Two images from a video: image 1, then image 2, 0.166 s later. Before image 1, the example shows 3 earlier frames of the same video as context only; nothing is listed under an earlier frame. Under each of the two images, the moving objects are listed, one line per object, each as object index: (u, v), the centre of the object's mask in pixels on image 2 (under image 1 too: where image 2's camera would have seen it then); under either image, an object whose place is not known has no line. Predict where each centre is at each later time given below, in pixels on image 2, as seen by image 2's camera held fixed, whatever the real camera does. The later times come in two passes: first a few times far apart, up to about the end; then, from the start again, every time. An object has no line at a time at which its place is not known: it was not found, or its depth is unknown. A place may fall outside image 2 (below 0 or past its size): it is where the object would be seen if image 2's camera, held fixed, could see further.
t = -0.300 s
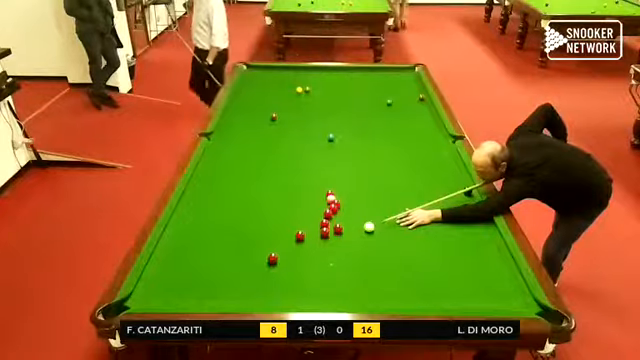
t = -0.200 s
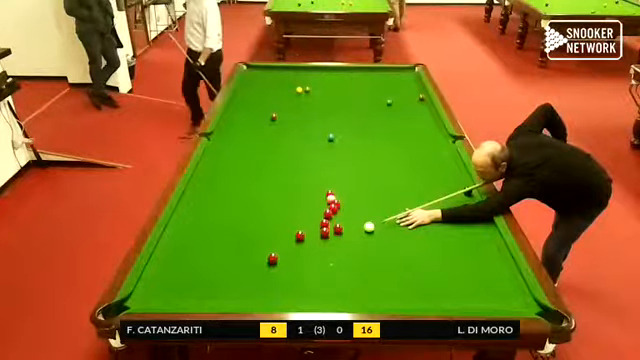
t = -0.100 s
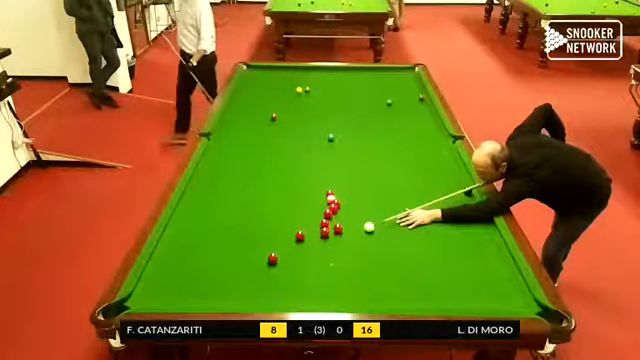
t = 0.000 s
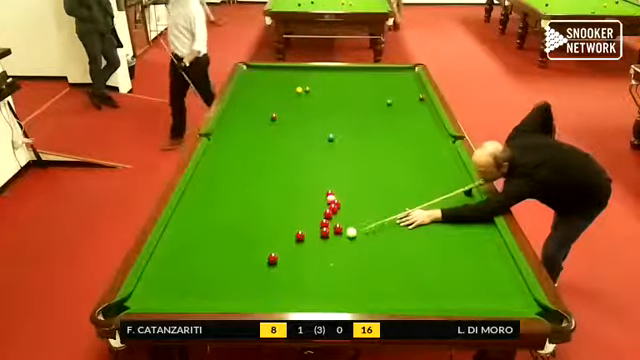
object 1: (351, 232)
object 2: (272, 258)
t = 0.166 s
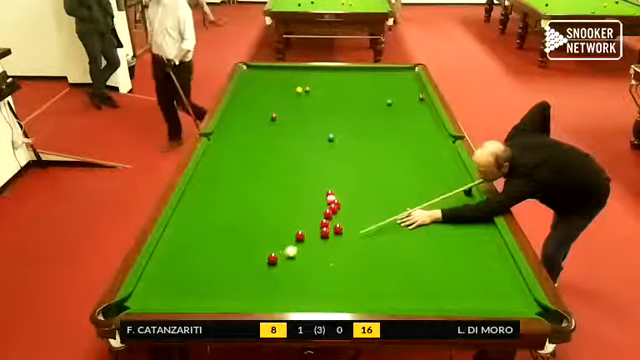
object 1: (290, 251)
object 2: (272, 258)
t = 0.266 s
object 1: (281, 254)
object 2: (249, 266)
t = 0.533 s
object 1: (265, 256)
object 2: (181, 292)
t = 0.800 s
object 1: (252, 258)
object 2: (135, 298)
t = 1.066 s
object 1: (240, 260)
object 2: (169, 295)
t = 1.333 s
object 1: (230, 262)
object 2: (199, 294)
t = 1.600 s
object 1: (221, 264)
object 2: (228, 292)
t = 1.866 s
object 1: (213, 265)
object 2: (254, 292)
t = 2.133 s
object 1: (208, 266)
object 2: (278, 291)
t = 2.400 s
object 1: (204, 267)
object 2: (300, 291)
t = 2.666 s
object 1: (202, 268)
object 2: (320, 290)
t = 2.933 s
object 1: (201, 268)
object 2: (339, 291)
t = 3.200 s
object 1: (201, 268)
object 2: (355, 290)
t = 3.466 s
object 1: (201, 268)
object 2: (370, 291)
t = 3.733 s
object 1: (201, 268)
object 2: (383, 291)
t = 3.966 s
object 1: (201, 268)
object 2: (393, 291)
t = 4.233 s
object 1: (201, 268)
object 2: (403, 291)
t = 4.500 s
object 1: (201, 268)
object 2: (411, 292)
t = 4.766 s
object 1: (201, 268)
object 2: (417, 292)
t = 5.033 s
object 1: (201, 268)
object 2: (422, 292)
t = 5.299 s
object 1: (201, 268)
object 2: (425, 292)
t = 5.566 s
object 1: (201, 268)
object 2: (426, 292)
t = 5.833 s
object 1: (201, 268)
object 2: (426, 292)
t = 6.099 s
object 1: (201, 268)
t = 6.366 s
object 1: (201, 268)
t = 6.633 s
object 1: (201, 268)
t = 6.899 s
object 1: (201, 268)
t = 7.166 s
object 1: (201, 268)
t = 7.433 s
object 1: (201, 268)
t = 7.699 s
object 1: (201, 268)
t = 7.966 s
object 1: (201, 268)
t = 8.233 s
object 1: (201, 268)
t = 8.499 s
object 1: (201, 268)
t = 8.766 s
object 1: (201, 268)
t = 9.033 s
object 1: (201, 268)
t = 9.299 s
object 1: (201, 268)
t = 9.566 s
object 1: (201, 268)
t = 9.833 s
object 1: (201, 268)
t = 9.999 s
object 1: (201, 268)
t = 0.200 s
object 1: (282, 254)
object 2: (270, 258)
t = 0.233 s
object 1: (281, 254)
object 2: (260, 262)
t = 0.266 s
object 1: (281, 254)
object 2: (249, 266)
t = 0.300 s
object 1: (279, 254)
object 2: (240, 271)
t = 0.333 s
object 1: (277, 254)
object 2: (230, 274)
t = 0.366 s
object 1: (275, 254)
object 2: (221, 278)
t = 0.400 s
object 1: (273, 255)
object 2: (213, 280)
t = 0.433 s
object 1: (271, 255)
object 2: (205, 283)
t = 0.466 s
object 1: (269, 255)
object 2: (197, 285)
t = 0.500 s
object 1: (267, 256)
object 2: (190, 287)
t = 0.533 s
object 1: (265, 256)
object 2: (181, 292)
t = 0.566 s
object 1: (264, 256)
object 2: (172, 294)
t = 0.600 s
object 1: (262, 257)
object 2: (165, 295)
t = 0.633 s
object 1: (260, 257)
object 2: (157, 298)
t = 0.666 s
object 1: (259, 257)
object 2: (152, 300)
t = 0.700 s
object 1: (257, 257)
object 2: (145, 299)
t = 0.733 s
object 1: (255, 258)
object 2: (140, 298)
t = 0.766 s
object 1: (254, 258)
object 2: (134, 298)
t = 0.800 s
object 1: (252, 258)
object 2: (135, 298)
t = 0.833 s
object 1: (250, 259)
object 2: (140, 297)
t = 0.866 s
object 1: (249, 259)
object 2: (145, 296)
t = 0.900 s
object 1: (247, 259)
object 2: (149, 296)
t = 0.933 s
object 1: (246, 259)
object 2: (153, 296)
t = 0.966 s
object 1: (244, 260)
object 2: (157, 295)
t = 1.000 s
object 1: (243, 260)
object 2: (161, 295)
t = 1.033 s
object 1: (241, 260)
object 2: (166, 295)
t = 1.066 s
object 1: (240, 260)
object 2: (169, 295)
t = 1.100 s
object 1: (238, 261)
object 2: (173, 295)
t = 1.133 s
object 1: (237, 261)
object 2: (177, 294)
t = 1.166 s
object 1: (236, 261)
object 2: (181, 294)
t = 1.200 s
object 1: (234, 261)
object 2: (184, 294)
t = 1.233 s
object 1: (233, 261)
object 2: (188, 294)
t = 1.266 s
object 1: (232, 262)
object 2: (192, 294)
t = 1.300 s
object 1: (231, 262)
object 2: (196, 294)
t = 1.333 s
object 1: (230, 262)
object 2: (199, 294)
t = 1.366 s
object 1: (228, 262)
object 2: (203, 294)
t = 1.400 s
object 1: (227, 263)
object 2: (207, 294)
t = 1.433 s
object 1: (226, 263)
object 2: (211, 294)
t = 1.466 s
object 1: (225, 263)
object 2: (214, 293)
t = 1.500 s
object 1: (224, 263)
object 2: (218, 292)
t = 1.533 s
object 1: (223, 263)
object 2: (221, 293)
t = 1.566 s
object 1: (222, 263)
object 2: (224, 293)
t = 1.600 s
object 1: (221, 264)
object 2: (228, 292)
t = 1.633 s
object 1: (220, 264)
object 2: (231, 292)
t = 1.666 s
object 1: (219, 264)
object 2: (235, 292)
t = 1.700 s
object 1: (218, 264)
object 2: (238, 292)
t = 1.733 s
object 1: (217, 265)
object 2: (241, 292)
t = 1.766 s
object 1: (216, 265)
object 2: (244, 292)
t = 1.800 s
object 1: (215, 265)
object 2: (247, 292)
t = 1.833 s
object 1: (214, 265)
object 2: (251, 292)
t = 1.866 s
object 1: (213, 265)
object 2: (254, 292)
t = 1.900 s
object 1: (213, 265)
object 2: (258, 291)
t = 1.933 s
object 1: (213, 266)
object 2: (261, 291)
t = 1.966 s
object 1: (211, 265)
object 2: (263, 291)
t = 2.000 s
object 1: (210, 266)
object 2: (266, 291)
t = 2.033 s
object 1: (209, 266)
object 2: (270, 291)
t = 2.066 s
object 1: (209, 266)
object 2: (273, 291)
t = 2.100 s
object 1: (209, 266)
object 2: (275, 291)
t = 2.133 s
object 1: (208, 266)
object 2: (278, 291)
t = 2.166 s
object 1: (208, 266)
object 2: (281, 291)
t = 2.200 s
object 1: (207, 266)
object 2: (284, 291)
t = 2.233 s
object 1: (207, 267)
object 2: (286, 291)
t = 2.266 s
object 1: (206, 267)
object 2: (289, 291)
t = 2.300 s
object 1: (205, 267)
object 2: (292, 291)
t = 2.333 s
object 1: (205, 267)
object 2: (295, 291)
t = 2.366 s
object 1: (204, 267)
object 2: (297, 290)
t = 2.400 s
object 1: (204, 267)
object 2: (300, 291)
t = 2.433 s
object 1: (203, 267)
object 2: (303, 290)
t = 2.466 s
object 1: (203, 267)
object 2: (305, 290)
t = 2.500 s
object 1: (203, 267)
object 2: (308, 290)
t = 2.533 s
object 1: (203, 267)
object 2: (310, 290)
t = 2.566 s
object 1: (203, 267)
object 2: (313, 290)
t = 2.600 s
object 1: (202, 267)
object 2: (315, 290)
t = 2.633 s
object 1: (202, 268)
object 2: (317, 290)
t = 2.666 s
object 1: (202, 268)
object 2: (320, 290)
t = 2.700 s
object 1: (201, 268)
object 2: (323, 290)
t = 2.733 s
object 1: (201, 268)
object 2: (325, 290)
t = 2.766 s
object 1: (201, 268)
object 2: (327, 290)
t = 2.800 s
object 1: (201, 268)
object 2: (330, 290)
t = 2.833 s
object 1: (201, 268)
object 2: (332, 290)
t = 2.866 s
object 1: (201, 268)
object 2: (334, 290)
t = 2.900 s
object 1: (201, 268)
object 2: (336, 290)
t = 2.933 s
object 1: (201, 268)
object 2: (339, 291)
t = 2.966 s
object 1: (201, 268)
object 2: (341, 290)
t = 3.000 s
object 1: (201, 268)
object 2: (343, 290)
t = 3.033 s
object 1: (201, 268)
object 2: (345, 290)
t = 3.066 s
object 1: (201, 268)
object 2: (347, 290)
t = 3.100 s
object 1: (201, 268)
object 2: (349, 290)
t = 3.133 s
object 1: (201, 268)
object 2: (352, 290)
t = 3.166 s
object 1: (201, 268)
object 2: (353, 290)
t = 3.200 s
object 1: (201, 268)
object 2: (355, 290)
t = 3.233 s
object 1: (201, 268)
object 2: (357, 290)
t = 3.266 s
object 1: (201, 268)
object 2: (359, 290)
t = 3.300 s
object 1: (201, 268)
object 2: (361, 290)
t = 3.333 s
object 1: (201, 268)
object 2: (363, 290)
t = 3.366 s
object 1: (201, 268)
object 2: (365, 290)
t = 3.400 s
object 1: (201, 268)
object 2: (367, 291)
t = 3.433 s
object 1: (201, 268)
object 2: (368, 291)
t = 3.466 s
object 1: (201, 268)
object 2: (370, 291)
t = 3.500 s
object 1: (201, 268)
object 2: (372, 290)
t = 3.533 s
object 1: (201, 268)
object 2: (374, 290)
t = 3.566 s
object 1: (201, 268)
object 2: (375, 291)
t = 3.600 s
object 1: (201, 268)
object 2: (377, 291)
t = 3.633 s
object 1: (201, 268)
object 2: (379, 291)
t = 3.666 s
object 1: (201, 268)
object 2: (380, 291)
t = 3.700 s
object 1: (201, 268)
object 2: (382, 291)
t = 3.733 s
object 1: (201, 268)
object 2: (383, 291)
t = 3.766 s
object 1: (201, 268)
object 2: (385, 291)
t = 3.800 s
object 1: (201, 268)
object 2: (386, 291)
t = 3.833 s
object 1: (201, 268)
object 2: (388, 291)
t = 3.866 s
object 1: (201, 268)
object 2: (389, 291)
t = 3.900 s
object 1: (201, 268)
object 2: (391, 291)
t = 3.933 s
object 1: (201, 268)
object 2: (392, 291)
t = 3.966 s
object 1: (201, 268)
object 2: (393, 291)
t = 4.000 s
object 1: (201, 268)
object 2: (395, 291)
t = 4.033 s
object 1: (201, 268)
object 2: (396, 292)
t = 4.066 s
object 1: (201, 268)
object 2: (397, 291)
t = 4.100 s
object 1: (201, 268)
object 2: (398, 291)
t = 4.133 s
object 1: (201, 268)
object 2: (400, 292)
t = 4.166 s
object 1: (201, 268)
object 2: (401, 291)
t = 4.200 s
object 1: (201, 268)
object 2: (402, 291)
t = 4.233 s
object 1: (201, 268)
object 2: (403, 291)
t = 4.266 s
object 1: (201, 268)
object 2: (404, 292)
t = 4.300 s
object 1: (201, 268)
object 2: (405, 292)
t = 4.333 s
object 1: (201, 268)
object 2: (407, 292)
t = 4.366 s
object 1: (201, 268)
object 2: (408, 291)
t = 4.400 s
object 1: (201, 268)
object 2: (408, 292)
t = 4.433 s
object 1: (201, 268)
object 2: (409, 292)
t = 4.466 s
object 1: (201, 268)
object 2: (410, 292)
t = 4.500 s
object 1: (201, 268)
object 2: (411, 292)
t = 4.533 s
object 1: (201, 268)
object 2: (412, 292)
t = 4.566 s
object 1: (201, 268)
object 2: (413, 292)
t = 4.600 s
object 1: (201, 268)
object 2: (414, 292)
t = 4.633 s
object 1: (201, 268)
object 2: (415, 292)
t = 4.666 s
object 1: (201, 268)
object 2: (415, 292)
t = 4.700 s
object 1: (201, 268)
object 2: (416, 292)
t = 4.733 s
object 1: (201, 268)
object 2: (417, 292)
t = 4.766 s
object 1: (201, 268)
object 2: (417, 292)
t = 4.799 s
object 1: (201, 268)
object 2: (418, 292)
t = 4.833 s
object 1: (201, 268)
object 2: (418, 292)
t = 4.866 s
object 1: (201, 268)
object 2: (419, 292)
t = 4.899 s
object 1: (201, 268)
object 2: (420, 292)
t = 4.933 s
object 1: (201, 268)
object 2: (420, 292)
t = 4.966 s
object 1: (201, 268)
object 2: (421, 292)
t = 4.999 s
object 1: (201, 268)
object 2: (421, 292)
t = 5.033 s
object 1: (201, 268)
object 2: (422, 292)
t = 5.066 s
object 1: (201, 268)
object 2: (422, 292)
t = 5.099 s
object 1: (201, 268)
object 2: (422, 292)
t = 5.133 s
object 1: (201, 268)
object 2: (423, 292)
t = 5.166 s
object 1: (201, 268)
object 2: (423, 292)
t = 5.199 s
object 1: (201, 268)
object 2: (424, 292)
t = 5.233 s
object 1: (201, 268)
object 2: (424, 292)
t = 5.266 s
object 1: (201, 268)
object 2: (424, 292)
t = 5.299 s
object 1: (201, 268)
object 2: (425, 292)
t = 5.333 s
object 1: (201, 268)
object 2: (425, 292)
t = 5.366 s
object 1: (201, 268)
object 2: (425, 292)
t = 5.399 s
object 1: (201, 268)
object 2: (425, 292)
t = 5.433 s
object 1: (201, 268)
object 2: (426, 292)
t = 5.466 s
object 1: (201, 268)
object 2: (426, 292)
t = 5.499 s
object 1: (201, 268)
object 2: (426, 292)
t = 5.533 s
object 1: (201, 268)
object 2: (426, 292)
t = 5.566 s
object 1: (201, 268)
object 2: (426, 292)
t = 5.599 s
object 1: (201, 268)
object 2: (426, 292)
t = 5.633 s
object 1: (201, 268)
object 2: (426, 292)
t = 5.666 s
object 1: (201, 268)
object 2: (426, 292)
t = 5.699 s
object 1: (201, 268)
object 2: (426, 292)
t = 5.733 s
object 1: (201, 268)
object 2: (426, 292)
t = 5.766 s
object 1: (201, 268)
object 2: (426, 292)
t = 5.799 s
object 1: (201, 268)
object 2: (426, 292)
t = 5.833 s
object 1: (201, 268)
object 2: (426, 292)
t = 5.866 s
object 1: (201, 268)
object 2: (426, 292)
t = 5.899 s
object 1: (201, 268)
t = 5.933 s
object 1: (201, 268)
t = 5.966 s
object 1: (201, 268)
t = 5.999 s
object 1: (201, 268)
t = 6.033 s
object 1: (201, 268)
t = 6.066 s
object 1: (201, 268)
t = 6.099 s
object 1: (201, 268)
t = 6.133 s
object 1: (201, 268)
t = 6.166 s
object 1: (201, 268)
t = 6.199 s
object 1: (201, 268)
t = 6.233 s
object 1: (201, 268)
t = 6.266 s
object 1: (201, 268)
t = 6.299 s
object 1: (201, 268)
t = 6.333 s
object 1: (201, 268)
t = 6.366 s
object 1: (201, 268)
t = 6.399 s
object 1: (201, 268)
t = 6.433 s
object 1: (201, 268)
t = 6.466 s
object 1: (201, 268)
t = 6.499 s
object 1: (201, 268)
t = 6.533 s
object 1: (201, 268)
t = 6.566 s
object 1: (201, 268)
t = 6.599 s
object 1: (201, 268)
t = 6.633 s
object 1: (201, 268)
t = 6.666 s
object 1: (201, 268)
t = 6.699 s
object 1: (201, 268)
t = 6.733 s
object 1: (201, 268)
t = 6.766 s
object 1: (201, 268)
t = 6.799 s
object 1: (201, 268)
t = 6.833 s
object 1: (201, 268)
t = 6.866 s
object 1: (201, 268)
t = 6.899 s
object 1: (201, 268)
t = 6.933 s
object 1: (201, 268)
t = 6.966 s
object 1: (201, 268)
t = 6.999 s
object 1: (201, 268)
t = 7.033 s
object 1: (201, 268)
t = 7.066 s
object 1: (201, 268)
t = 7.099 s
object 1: (201, 268)
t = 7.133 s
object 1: (201, 268)
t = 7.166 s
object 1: (201, 268)
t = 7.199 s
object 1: (201, 268)
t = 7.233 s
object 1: (201, 268)
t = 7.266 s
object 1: (201, 268)
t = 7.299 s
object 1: (201, 268)
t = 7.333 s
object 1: (201, 268)
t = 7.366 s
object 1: (201, 268)
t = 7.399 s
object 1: (201, 268)
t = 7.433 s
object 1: (201, 268)
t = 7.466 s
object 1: (201, 268)
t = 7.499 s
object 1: (201, 268)
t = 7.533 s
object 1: (201, 268)
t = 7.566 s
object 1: (201, 268)
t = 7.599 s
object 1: (201, 268)
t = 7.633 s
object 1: (201, 268)
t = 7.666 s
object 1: (201, 268)
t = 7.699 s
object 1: (201, 268)
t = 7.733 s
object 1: (201, 268)
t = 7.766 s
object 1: (201, 268)
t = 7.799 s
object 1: (201, 268)
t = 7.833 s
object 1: (201, 268)
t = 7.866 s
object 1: (201, 268)
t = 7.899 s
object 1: (201, 268)
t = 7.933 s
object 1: (201, 268)
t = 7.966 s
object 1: (201, 268)
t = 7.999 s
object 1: (201, 268)
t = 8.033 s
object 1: (201, 268)
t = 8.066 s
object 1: (201, 268)
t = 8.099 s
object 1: (201, 268)
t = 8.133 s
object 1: (201, 268)
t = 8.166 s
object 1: (201, 268)
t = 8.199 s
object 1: (201, 268)
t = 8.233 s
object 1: (201, 268)
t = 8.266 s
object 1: (201, 268)
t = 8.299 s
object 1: (201, 268)
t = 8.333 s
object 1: (201, 268)
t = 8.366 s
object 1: (201, 268)
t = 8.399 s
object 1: (201, 268)
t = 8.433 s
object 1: (201, 268)
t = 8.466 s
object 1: (201, 268)
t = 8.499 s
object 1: (201, 268)
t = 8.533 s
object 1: (201, 268)
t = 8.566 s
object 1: (201, 268)
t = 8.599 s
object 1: (201, 268)
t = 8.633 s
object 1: (201, 268)
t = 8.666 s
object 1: (201, 268)
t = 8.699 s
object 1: (201, 268)
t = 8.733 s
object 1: (201, 268)
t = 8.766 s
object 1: (201, 268)
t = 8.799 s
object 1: (201, 268)
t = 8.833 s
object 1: (201, 268)
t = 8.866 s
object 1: (201, 268)
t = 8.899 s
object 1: (201, 268)
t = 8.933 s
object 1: (201, 268)
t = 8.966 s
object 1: (201, 268)
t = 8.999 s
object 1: (201, 268)
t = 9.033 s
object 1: (201, 268)
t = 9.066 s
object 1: (201, 268)
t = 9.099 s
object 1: (201, 268)
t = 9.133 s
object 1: (201, 268)
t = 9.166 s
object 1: (201, 268)
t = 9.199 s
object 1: (201, 268)
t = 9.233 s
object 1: (201, 268)
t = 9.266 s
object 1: (201, 268)
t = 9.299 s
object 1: (201, 268)
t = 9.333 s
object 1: (201, 268)
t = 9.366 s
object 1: (201, 268)
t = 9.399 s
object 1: (201, 268)
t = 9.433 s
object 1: (201, 268)
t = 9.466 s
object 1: (201, 268)
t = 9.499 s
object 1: (201, 268)
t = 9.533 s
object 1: (201, 268)
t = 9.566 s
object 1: (201, 268)
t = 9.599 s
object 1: (201, 268)
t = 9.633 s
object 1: (201, 268)
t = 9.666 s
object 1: (201, 268)
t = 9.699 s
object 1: (201, 268)
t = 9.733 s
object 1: (201, 268)
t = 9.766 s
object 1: (201, 268)
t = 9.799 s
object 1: (201, 268)
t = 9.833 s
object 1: (201, 268)
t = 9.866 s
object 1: (201, 268)
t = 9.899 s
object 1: (201, 268)
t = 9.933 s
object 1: (201, 268)
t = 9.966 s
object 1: (201, 268)
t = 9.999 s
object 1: (201, 268)
